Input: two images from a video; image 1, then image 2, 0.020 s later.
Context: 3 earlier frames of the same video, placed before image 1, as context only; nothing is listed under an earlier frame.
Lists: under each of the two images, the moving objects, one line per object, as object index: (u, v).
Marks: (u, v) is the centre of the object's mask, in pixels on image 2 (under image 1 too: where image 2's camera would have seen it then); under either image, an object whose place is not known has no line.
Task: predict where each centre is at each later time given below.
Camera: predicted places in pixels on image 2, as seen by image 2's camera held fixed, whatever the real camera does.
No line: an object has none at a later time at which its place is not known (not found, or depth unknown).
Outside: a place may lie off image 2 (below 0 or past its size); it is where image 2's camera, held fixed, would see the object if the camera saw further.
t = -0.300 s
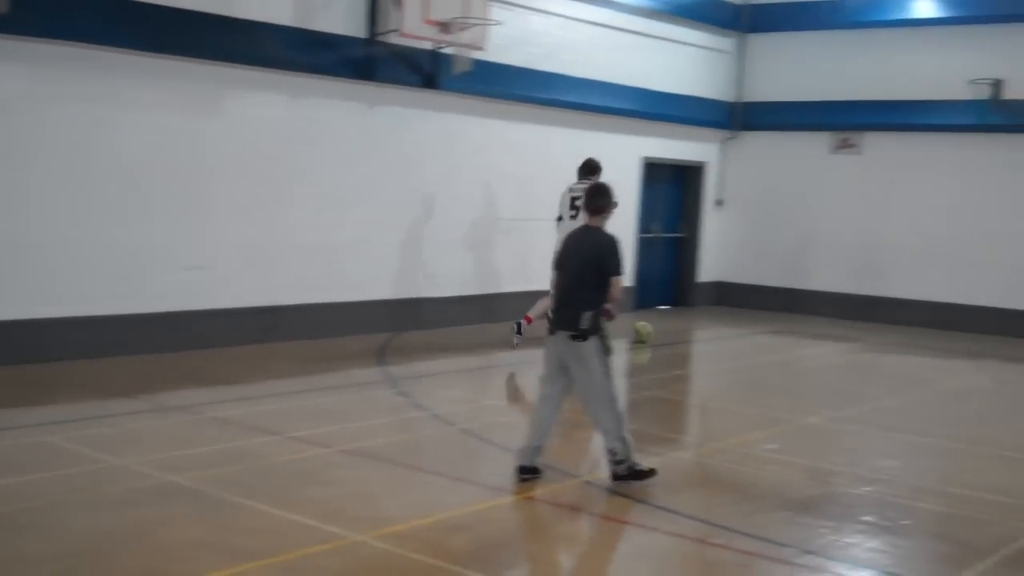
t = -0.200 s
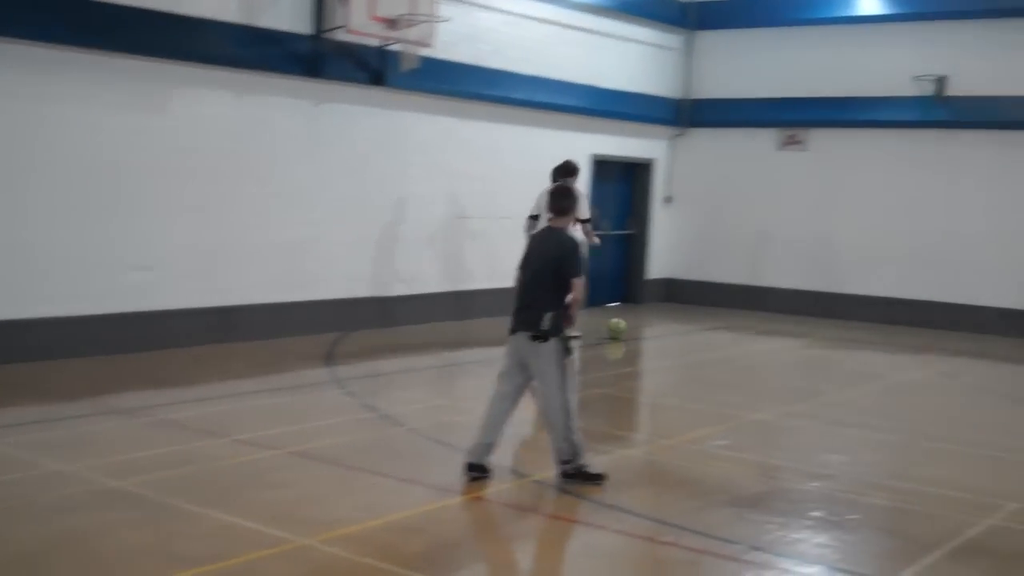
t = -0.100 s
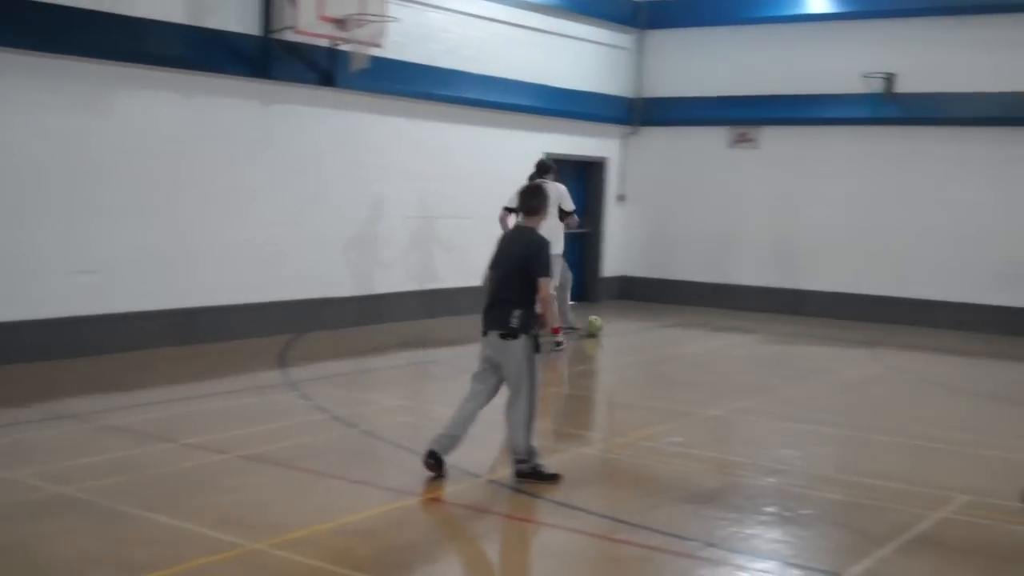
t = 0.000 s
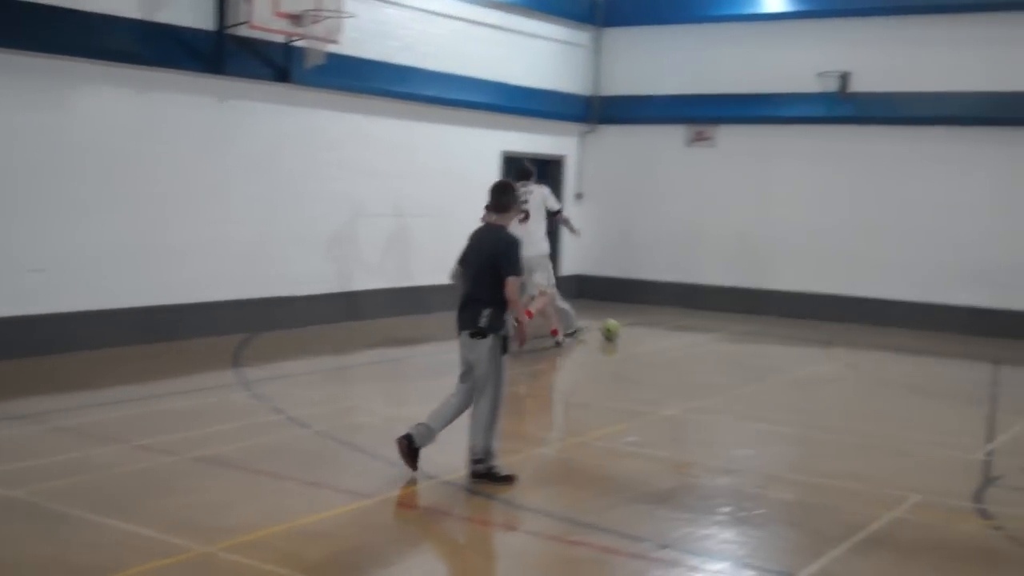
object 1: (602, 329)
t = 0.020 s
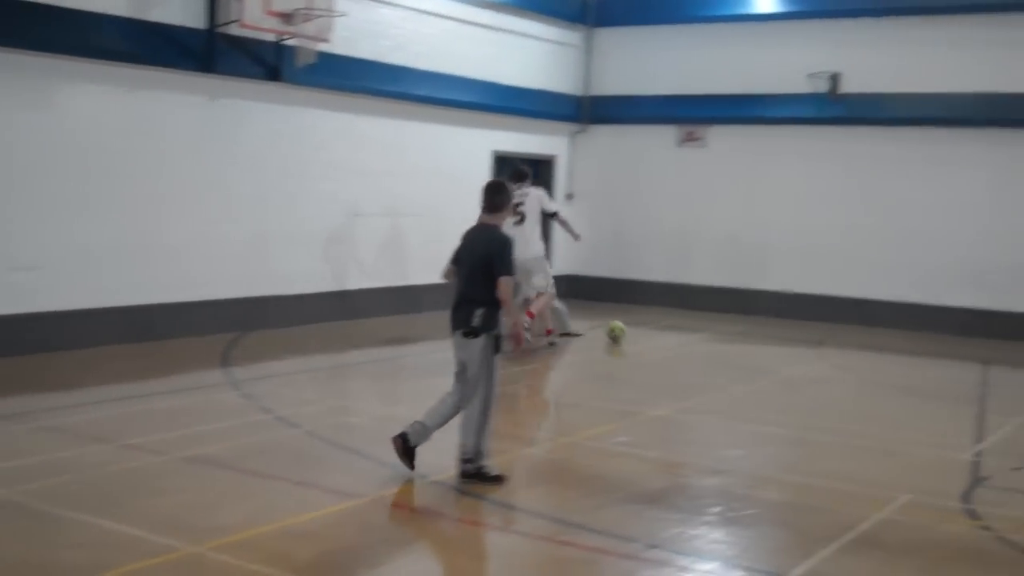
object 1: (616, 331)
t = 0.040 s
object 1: (629, 332)
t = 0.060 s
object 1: (643, 334)
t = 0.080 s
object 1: (657, 335)
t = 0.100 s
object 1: (670, 337)
